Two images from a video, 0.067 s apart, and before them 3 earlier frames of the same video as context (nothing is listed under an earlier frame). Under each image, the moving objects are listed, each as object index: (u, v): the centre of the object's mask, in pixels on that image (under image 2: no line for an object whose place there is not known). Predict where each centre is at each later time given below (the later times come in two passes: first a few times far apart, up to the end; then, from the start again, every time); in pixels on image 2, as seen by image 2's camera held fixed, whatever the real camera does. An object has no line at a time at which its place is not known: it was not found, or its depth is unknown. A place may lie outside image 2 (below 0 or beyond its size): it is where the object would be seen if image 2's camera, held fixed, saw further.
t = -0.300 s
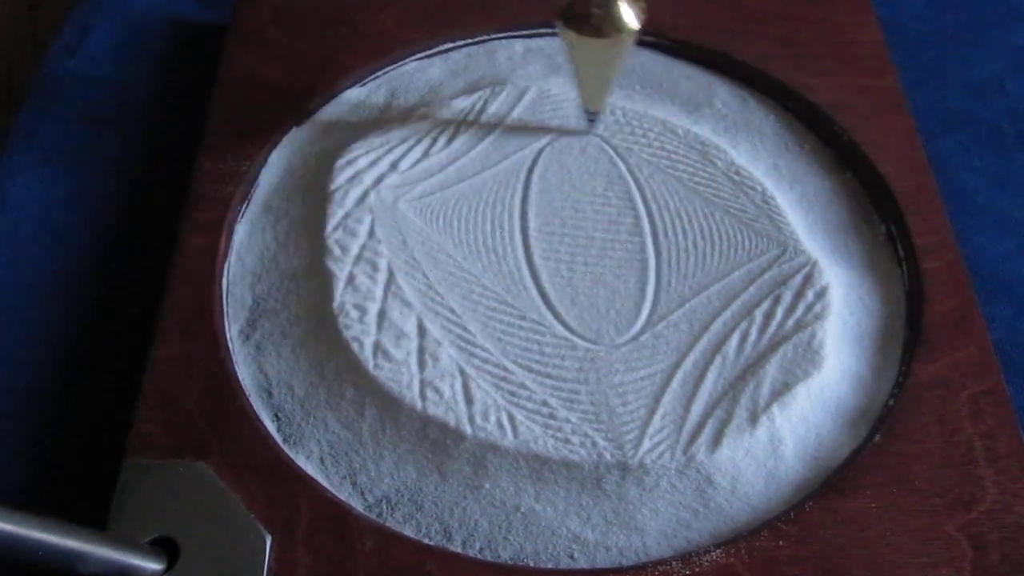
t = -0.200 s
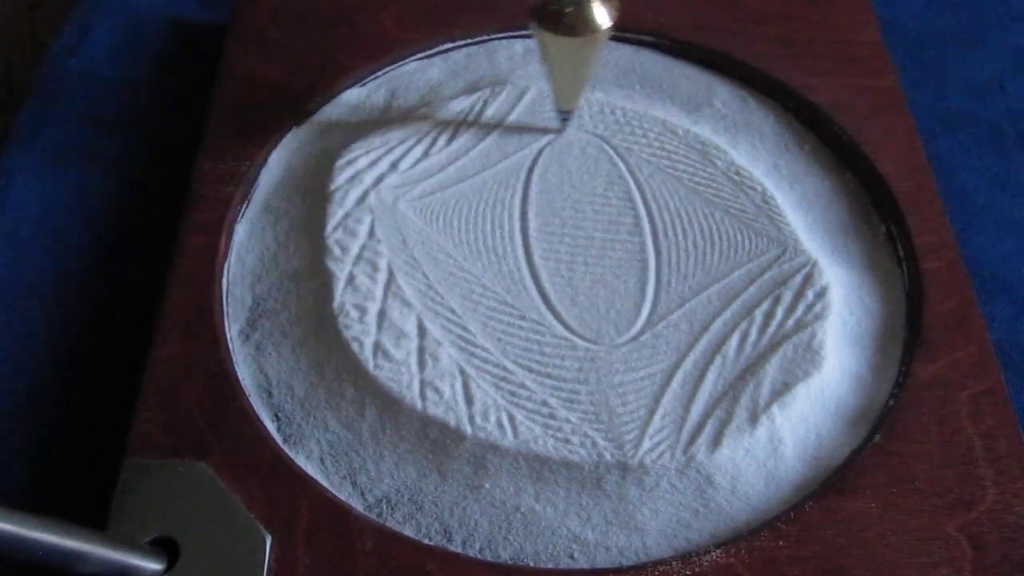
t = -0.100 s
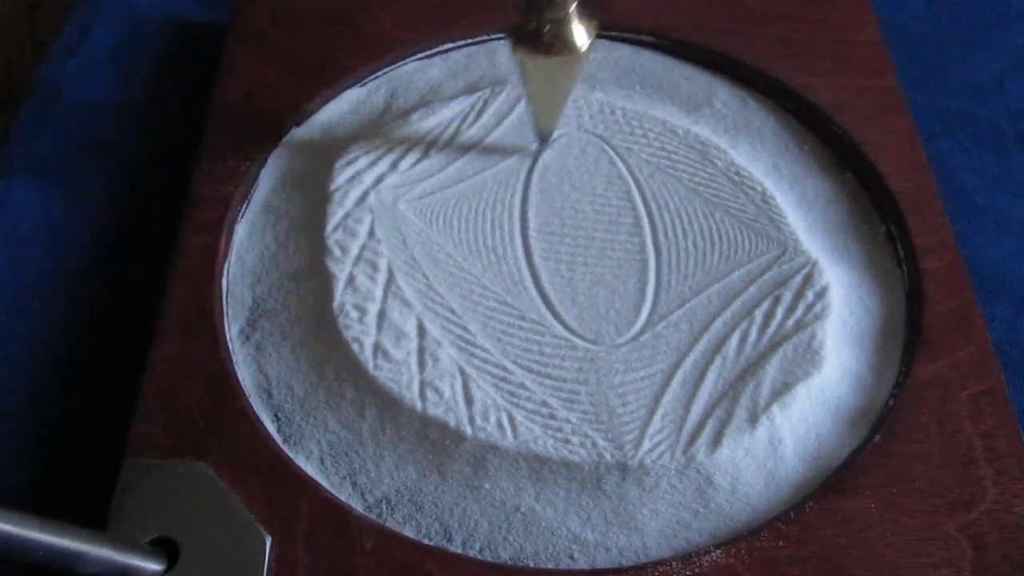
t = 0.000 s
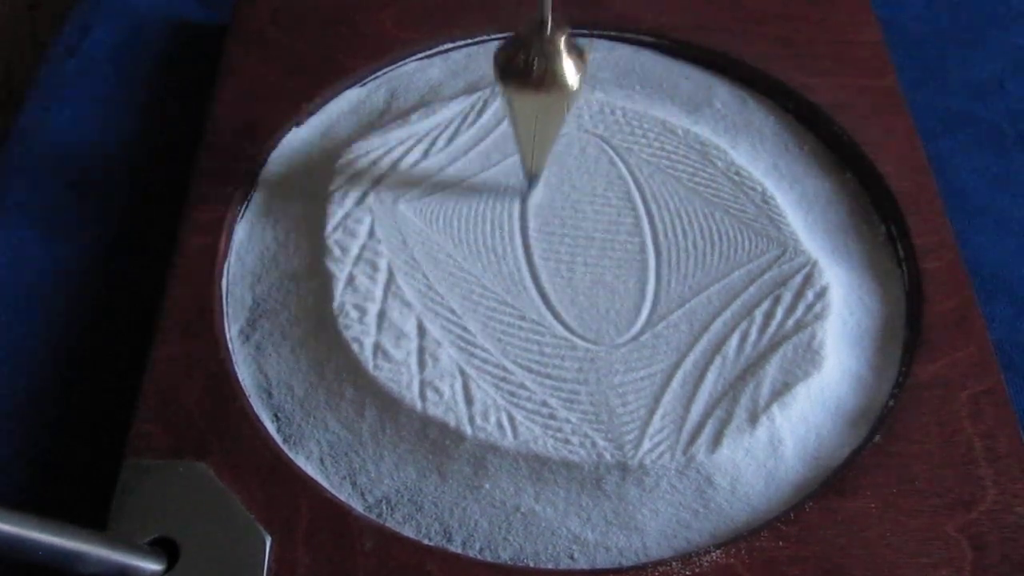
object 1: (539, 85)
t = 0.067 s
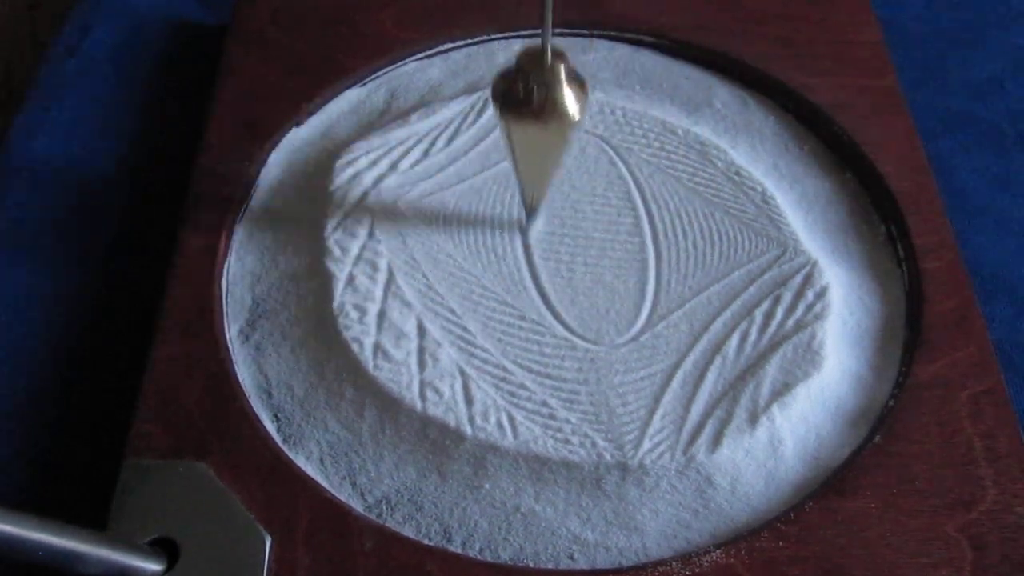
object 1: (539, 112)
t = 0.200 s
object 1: (558, 165)
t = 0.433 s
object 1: (625, 205)
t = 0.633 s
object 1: (656, 159)
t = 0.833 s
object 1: (635, 78)
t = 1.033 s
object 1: (588, 44)
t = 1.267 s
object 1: (549, 71)
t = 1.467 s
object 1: (560, 152)
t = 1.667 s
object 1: (608, 205)
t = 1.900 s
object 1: (647, 173)
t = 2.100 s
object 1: (633, 91)
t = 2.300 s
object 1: (593, 46)
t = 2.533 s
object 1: (558, 59)
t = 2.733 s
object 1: (564, 137)
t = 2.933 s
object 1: (603, 201)
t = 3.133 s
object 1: (636, 194)
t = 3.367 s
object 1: (630, 105)
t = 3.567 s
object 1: (598, 49)
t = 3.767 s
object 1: (570, 48)
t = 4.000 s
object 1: (569, 121)
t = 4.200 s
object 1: (599, 195)
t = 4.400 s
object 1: (629, 201)
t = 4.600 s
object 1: (629, 136)
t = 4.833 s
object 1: (599, 54)
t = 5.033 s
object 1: (575, 45)
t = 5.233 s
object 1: (573, 91)
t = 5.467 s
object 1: (599, 183)
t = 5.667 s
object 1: (623, 206)
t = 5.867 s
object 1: (622, 153)
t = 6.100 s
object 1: (596, 62)
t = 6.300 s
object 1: (579, 46)
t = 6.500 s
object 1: (580, 77)
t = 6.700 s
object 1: (598, 158)
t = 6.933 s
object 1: (619, 207)
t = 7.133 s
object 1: (616, 167)
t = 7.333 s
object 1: (597, 86)
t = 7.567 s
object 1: (581, 44)
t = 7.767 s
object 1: (584, 65)
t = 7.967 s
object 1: (603, 142)
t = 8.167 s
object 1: (618, 201)
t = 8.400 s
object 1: (612, 181)
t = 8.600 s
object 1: (593, 101)
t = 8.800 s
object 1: (582, 48)
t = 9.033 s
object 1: (589, 57)
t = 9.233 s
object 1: (607, 128)
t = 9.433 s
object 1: (620, 193)
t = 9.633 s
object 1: (612, 196)
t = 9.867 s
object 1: (588, 117)
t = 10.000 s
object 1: (579, 67)
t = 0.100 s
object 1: (541, 126)
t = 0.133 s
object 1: (545, 139)
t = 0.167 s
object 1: (551, 153)
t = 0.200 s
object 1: (558, 165)
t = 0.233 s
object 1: (566, 178)
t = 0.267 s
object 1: (574, 190)
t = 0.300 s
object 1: (585, 194)
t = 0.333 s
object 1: (596, 201)
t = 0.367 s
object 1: (606, 204)
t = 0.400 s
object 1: (616, 206)
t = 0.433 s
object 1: (625, 205)
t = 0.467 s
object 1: (634, 202)
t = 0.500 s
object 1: (641, 198)
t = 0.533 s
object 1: (647, 189)
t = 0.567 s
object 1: (652, 181)
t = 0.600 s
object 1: (655, 171)
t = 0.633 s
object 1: (656, 159)
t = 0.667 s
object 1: (656, 145)
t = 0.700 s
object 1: (655, 131)
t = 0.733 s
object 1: (651, 116)
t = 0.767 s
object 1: (647, 102)
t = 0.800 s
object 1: (641, 90)
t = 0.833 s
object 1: (635, 78)
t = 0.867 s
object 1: (629, 67)
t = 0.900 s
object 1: (620, 58)
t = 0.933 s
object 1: (614, 53)
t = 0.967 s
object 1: (605, 48)
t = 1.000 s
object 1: (596, 45)
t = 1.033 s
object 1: (588, 44)
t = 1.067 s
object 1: (580, 44)
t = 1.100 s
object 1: (573, 44)
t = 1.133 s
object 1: (567, 46)
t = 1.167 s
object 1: (562, 50)
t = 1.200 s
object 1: (556, 53)
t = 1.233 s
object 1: (551, 61)
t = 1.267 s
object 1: (549, 71)
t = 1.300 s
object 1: (547, 82)
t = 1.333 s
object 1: (547, 97)
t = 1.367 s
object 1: (548, 110)
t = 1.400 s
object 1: (550, 125)
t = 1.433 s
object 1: (554, 139)
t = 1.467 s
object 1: (560, 152)
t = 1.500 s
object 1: (566, 165)
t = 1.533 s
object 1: (573, 177)
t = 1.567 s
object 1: (579, 189)
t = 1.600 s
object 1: (589, 196)
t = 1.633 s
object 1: (598, 201)
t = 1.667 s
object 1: (608, 205)
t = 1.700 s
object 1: (616, 207)
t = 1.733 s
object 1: (624, 205)
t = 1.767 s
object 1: (631, 205)
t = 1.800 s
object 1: (637, 198)
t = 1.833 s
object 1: (642, 192)
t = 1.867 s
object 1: (645, 183)
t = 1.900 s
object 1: (647, 173)
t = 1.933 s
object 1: (648, 160)
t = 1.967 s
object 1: (648, 147)
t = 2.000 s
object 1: (646, 133)
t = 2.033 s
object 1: (643, 118)
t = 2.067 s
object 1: (638, 104)
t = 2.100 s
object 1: (633, 91)
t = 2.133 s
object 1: (628, 77)
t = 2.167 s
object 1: (622, 67)
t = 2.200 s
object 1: (615, 58)
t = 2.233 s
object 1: (608, 52)
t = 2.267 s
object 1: (602, 49)
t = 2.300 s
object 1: (593, 46)
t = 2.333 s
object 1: (587, 44)
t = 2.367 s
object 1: (581, 44)
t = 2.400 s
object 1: (574, 45)
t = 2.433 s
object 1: (570, 47)
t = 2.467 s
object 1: (566, 50)
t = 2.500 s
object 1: (562, 54)
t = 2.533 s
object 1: (558, 59)
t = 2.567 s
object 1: (556, 69)
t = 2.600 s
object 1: (556, 82)
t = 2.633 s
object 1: (556, 94)
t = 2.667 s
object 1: (557, 109)
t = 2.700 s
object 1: (561, 123)
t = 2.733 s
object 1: (564, 137)
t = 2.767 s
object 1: (569, 151)
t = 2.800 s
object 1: (574, 164)
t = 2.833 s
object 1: (580, 176)
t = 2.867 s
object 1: (587, 186)
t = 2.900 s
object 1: (593, 198)
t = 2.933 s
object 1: (603, 201)
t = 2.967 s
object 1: (610, 204)
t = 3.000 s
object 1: (617, 208)
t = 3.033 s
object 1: (623, 206)
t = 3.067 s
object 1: (628, 204)
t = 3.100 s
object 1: (633, 200)
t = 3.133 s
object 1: (636, 194)
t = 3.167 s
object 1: (639, 186)
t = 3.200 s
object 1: (640, 174)
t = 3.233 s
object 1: (640, 162)
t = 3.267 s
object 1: (639, 149)
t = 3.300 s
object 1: (637, 135)
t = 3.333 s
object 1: (634, 120)
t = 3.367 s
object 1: (630, 105)
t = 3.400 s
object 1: (625, 92)
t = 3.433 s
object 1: (620, 79)
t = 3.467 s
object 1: (615, 69)
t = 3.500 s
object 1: (609, 60)
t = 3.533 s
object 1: (604, 54)
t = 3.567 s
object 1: (598, 49)
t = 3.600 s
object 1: (592, 46)
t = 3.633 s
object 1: (586, 44)
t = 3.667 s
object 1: (581, 44)
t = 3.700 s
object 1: (577, 45)
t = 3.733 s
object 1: (573, 45)
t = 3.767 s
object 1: (570, 48)
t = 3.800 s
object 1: (567, 52)
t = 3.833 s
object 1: (565, 59)
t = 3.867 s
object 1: (564, 67)
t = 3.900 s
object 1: (564, 80)
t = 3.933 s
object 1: (565, 93)
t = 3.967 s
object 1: (567, 108)
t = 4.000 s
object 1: (569, 121)
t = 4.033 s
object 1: (573, 135)
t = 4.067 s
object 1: (577, 149)
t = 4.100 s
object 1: (582, 161)
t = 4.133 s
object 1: (588, 173)
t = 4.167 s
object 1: (594, 185)
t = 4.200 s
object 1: (599, 195)
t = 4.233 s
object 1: (605, 204)
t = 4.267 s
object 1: (611, 204)
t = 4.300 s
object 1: (617, 207)
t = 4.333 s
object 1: (622, 207)
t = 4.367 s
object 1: (626, 205)
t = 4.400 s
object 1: (629, 201)
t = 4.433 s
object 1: (631, 195)
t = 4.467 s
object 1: (633, 186)
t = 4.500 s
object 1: (633, 176)
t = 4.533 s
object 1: (633, 164)
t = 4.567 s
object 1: (631, 151)
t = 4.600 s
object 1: (629, 136)
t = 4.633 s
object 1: (626, 122)
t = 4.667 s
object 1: (622, 109)
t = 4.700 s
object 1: (617, 95)
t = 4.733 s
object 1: (612, 82)
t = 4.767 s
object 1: (608, 71)
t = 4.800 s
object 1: (604, 61)
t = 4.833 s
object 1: (599, 54)
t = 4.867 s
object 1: (594, 49)
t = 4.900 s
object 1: (589, 46)
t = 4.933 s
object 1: (585, 44)
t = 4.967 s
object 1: (581, 43)
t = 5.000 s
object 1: (578, 44)
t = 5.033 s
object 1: (575, 45)
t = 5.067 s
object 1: (574, 49)
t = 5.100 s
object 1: (572, 53)
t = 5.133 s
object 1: (571, 58)
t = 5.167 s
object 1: (571, 67)
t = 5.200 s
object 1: (572, 79)
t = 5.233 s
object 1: (573, 91)
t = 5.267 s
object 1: (575, 105)
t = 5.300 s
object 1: (578, 119)
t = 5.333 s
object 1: (581, 133)
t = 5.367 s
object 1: (586, 148)
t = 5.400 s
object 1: (590, 160)
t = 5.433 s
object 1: (595, 173)
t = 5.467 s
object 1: (599, 183)
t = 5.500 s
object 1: (604, 194)
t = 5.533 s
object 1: (609, 201)
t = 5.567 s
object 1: (613, 205)
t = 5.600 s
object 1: (617, 207)
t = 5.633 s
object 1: (621, 207)
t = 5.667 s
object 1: (623, 206)
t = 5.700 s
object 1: (625, 201)
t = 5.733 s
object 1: (626, 195)
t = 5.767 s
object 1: (627, 186)
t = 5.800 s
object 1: (626, 176)
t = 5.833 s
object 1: (625, 165)
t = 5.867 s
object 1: (622, 153)
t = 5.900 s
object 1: (619, 139)
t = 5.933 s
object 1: (616, 124)
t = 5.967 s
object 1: (613, 110)
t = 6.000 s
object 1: (609, 96)
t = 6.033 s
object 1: (605, 83)
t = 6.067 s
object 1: (601, 73)
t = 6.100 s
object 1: (596, 62)
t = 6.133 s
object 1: (593, 56)
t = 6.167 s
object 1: (590, 52)
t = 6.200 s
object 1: (586, 48)
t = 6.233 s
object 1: (583, 47)
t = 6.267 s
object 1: (581, 46)
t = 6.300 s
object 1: (579, 46)
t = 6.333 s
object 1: (578, 47)
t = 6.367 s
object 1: (578, 50)
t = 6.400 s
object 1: (578, 53)
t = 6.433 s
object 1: (578, 58)
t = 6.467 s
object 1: (578, 66)
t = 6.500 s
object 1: (580, 77)
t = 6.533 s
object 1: (581, 90)
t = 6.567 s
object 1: (584, 104)
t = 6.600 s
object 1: (587, 118)
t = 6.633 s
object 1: (591, 131)
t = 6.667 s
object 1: (594, 146)
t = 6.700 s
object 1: (598, 158)
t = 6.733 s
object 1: (602, 170)
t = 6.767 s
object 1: (606, 181)
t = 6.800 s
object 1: (610, 190)
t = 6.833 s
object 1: (611, 197)
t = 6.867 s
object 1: (615, 204)
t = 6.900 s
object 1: (618, 207)
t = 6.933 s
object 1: (619, 207)
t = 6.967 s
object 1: (620, 207)
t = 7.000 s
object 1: (620, 204)
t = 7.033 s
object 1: (620, 200)
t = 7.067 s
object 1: (619, 188)
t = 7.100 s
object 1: (618, 178)
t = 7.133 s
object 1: (616, 167)
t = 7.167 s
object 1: (613, 154)
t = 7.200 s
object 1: (610, 141)
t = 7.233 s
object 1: (607, 127)
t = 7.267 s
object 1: (604, 112)
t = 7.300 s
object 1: (600, 99)
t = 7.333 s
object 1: (597, 86)
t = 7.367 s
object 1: (594, 74)
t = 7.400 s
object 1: (591, 65)
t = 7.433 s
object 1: (588, 57)
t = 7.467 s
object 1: (587, 51)
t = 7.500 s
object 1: (584, 47)
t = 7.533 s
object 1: (582, 44)
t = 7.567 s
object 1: (581, 44)
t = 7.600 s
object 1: (581, 44)
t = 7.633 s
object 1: (581, 45)
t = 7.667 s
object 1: (581, 47)
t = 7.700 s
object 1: (582, 51)
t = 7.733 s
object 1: (583, 57)
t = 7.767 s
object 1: (584, 65)
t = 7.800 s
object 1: (586, 78)
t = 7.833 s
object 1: (589, 89)
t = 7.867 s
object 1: (593, 102)
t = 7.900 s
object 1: (596, 116)
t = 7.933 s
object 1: (599, 129)
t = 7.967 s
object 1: (603, 142)
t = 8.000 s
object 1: (606, 156)
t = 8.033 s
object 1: (609, 168)
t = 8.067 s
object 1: (612, 179)
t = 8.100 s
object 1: (615, 189)
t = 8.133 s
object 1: (616, 196)
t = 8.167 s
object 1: (618, 201)
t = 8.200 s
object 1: (619, 204)
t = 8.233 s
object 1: (619, 205)
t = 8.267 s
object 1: (619, 204)
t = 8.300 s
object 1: (618, 201)
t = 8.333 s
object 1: (616, 195)
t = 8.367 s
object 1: (615, 189)
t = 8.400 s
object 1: (612, 181)
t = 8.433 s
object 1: (609, 167)
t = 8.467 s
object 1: (606, 161)
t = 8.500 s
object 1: (602, 151)
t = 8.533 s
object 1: (599, 140)
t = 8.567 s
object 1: (596, 114)
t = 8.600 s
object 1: (593, 101)
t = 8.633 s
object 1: (590, 88)
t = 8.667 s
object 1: (588, 77)
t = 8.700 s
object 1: (585, 66)
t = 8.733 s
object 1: (584, 58)
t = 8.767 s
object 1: (583, 52)
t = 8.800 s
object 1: (582, 48)
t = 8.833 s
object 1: (581, 45)
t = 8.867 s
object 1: (581, 45)
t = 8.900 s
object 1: (582, 44)
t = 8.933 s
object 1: (582, 45)
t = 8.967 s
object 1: (584, 48)
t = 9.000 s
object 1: (586, 52)
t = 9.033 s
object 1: (589, 57)
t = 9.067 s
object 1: (591, 65)
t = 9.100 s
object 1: (594, 76)
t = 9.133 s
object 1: (597, 87)
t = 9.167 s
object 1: (601, 101)
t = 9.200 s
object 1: (604, 114)
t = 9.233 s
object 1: (607, 128)
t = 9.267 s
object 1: (611, 142)
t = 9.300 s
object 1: (613, 155)
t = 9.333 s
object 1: (616, 166)
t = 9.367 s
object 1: (618, 177)
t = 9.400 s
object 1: (620, 186)
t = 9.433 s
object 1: (620, 193)
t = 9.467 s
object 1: (620, 198)
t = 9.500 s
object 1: (620, 202)
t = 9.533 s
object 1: (619, 203)
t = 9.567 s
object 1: (618, 202)
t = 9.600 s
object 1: (615, 199)
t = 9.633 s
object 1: (612, 196)
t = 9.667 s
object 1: (609, 191)
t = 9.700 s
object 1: (606, 178)
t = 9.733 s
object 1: (602, 168)
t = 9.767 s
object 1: (598, 157)
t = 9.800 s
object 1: (594, 143)
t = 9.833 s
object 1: (591, 130)
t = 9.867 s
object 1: (588, 117)
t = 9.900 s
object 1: (585, 103)
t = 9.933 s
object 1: (582, 90)
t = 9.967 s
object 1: (580, 78)
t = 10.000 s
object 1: (579, 67)
